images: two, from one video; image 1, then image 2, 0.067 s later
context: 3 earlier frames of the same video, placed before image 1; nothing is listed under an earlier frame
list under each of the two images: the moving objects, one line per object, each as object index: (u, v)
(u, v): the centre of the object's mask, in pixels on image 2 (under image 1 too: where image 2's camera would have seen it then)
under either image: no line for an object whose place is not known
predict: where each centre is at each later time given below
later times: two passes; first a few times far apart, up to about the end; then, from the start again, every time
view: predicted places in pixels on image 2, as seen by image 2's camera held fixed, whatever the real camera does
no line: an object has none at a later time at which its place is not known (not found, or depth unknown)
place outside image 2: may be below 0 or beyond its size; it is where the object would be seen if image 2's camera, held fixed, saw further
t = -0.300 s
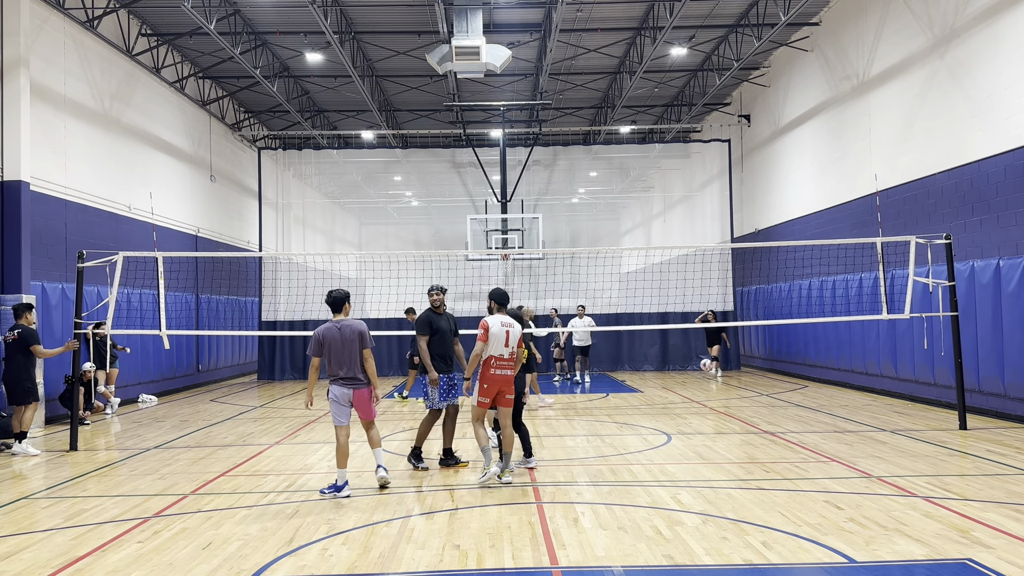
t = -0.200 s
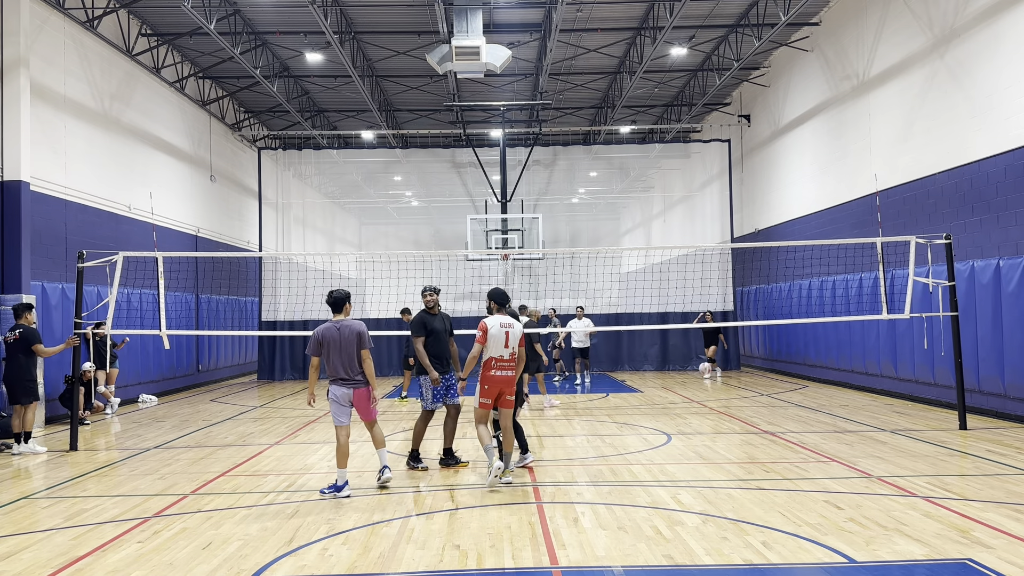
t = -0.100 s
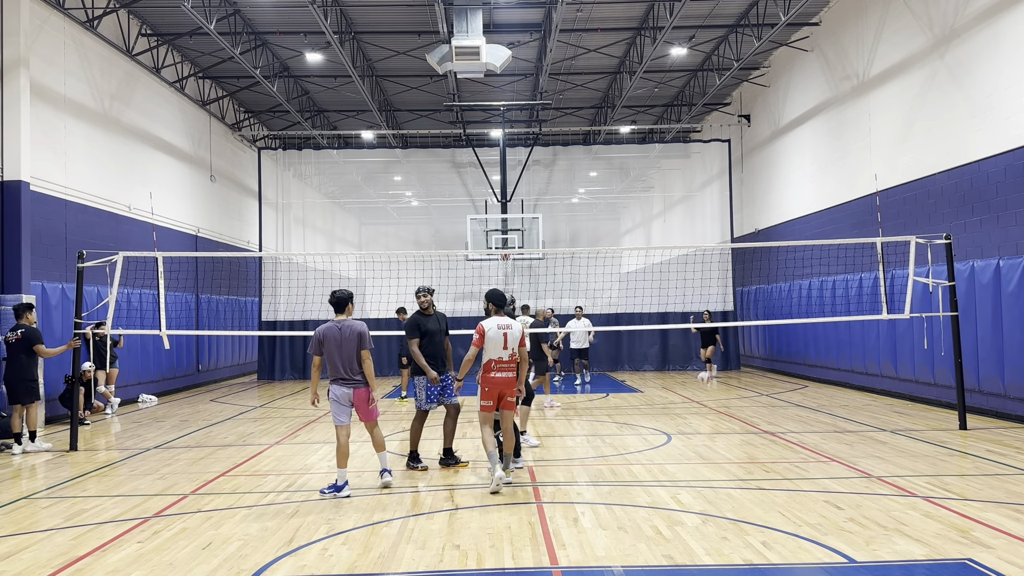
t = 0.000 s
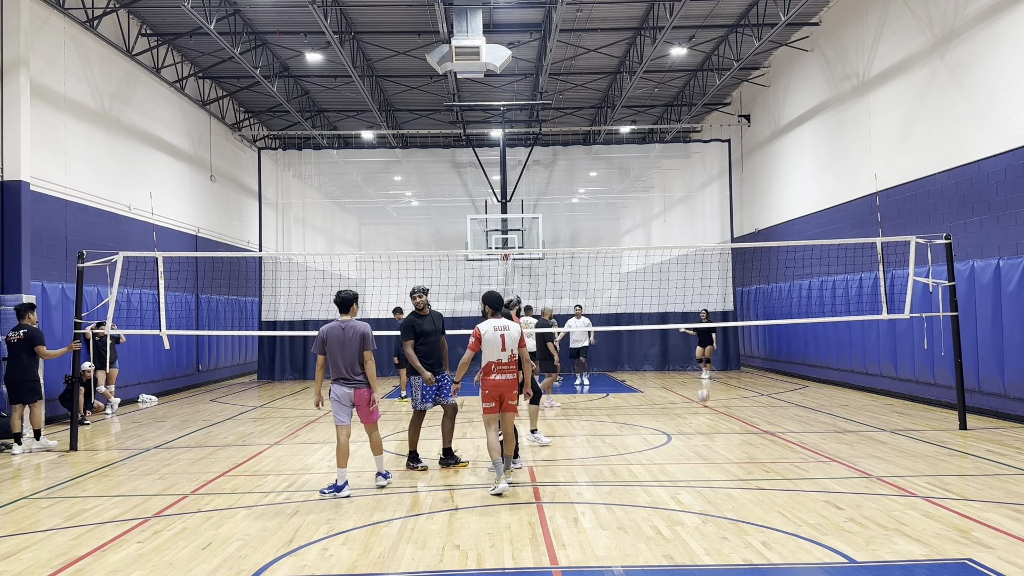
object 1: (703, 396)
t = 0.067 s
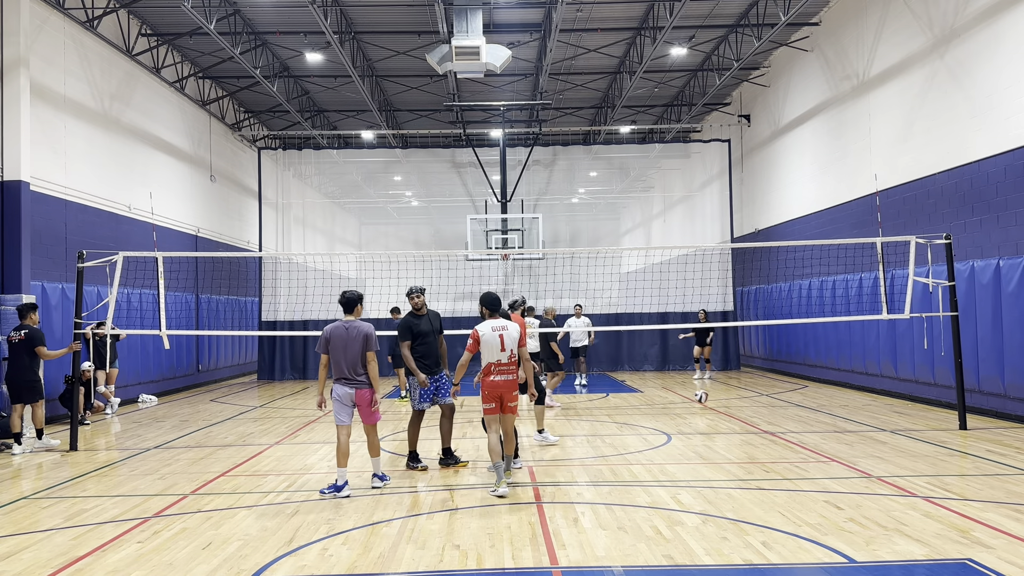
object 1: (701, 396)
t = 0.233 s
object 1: (697, 386)
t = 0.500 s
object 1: (689, 411)
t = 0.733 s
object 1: (680, 409)
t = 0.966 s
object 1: (670, 437)
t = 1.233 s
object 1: (656, 443)
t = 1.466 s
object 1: (642, 469)
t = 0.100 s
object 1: (700, 393)
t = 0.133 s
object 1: (699, 390)
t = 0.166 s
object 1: (698, 388)
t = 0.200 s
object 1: (697, 387)
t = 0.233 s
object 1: (697, 386)
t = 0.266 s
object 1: (696, 386)
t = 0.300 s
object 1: (695, 387)
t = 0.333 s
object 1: (693, 389)
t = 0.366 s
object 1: (693, 391)
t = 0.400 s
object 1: (692, 395)
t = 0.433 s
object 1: (691, 399)
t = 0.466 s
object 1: (690, 405)
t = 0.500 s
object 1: (689, 411)
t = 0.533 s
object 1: (688, 419)
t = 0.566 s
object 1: (687, 418)
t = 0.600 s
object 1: (685, 415)
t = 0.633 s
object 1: (684, 412)
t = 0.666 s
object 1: (683, 410)
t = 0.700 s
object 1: (682, 409)
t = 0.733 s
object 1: (680, 409)
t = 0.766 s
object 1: (679, 410)
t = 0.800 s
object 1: (677, 412)
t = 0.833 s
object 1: (676, 415)
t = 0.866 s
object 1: (674, 419)
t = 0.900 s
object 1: (673, 424)
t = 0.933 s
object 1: (672, 431)
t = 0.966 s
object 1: (670, 437)
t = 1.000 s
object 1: (669, 445)
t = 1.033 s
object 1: (667, 441)
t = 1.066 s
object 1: (665, 439)
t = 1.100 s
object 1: (663, 438)
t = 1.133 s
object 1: (661, 438)
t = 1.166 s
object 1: (660, 438)
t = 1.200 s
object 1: (659, 440)
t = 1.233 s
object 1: (656, 443)
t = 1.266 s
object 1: (654, 449)
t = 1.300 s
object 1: (653, 454)
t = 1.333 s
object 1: (651, 462)
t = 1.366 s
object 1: (649, 471)
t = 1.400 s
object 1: (647, 471)
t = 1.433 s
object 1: (644, 470)
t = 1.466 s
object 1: (642, 469)
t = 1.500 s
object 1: (639, 470)
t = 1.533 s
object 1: (637, 472)
